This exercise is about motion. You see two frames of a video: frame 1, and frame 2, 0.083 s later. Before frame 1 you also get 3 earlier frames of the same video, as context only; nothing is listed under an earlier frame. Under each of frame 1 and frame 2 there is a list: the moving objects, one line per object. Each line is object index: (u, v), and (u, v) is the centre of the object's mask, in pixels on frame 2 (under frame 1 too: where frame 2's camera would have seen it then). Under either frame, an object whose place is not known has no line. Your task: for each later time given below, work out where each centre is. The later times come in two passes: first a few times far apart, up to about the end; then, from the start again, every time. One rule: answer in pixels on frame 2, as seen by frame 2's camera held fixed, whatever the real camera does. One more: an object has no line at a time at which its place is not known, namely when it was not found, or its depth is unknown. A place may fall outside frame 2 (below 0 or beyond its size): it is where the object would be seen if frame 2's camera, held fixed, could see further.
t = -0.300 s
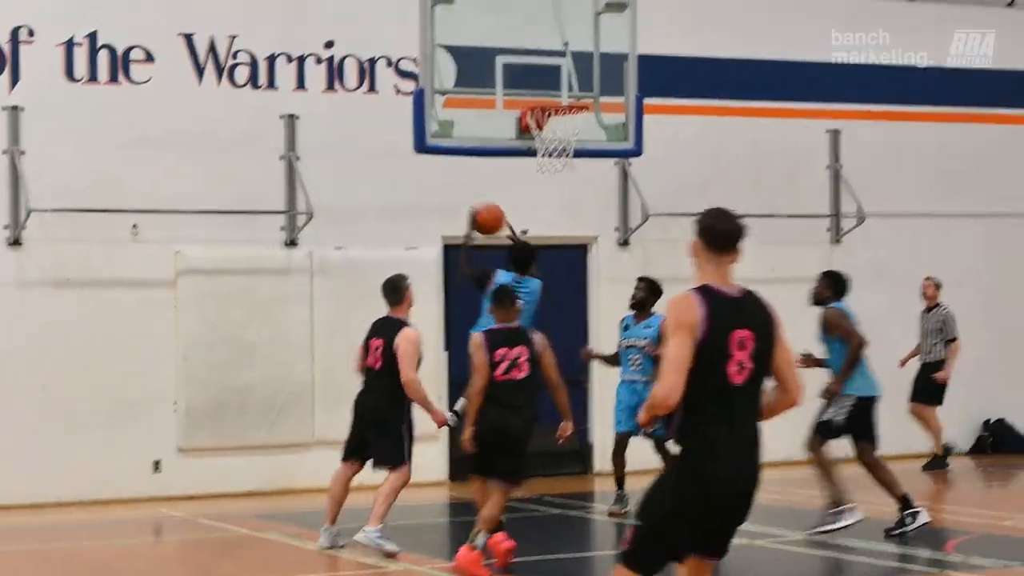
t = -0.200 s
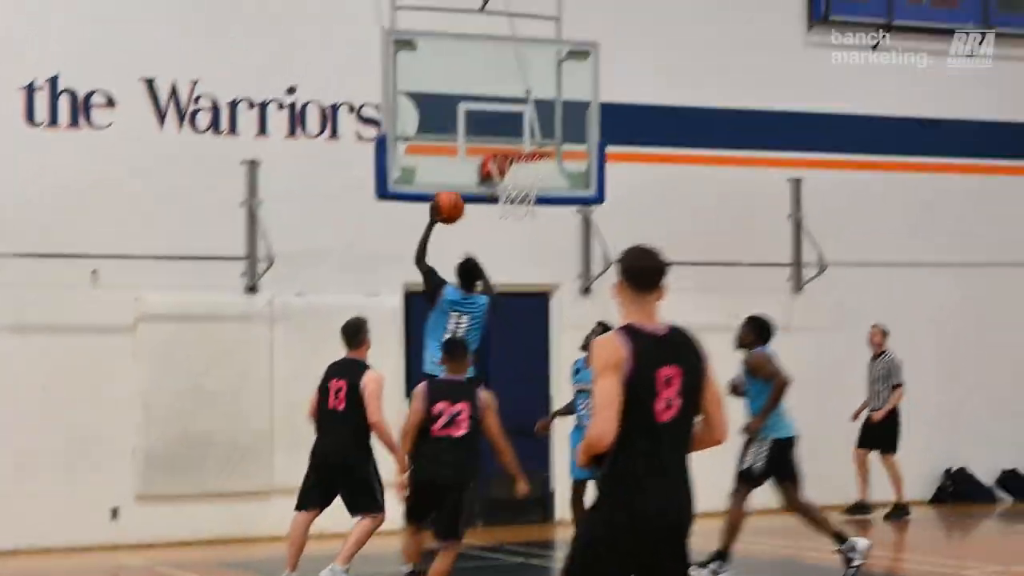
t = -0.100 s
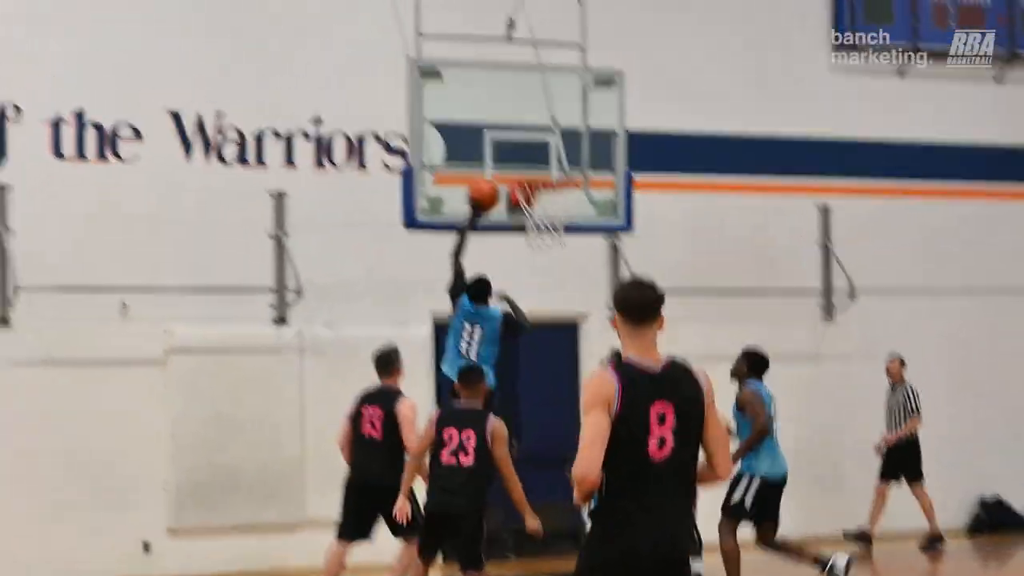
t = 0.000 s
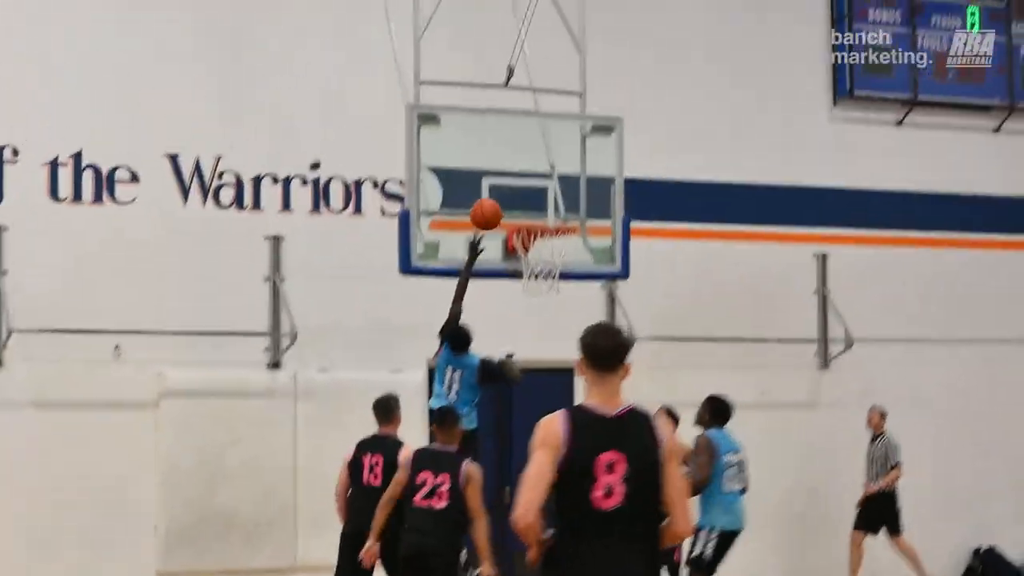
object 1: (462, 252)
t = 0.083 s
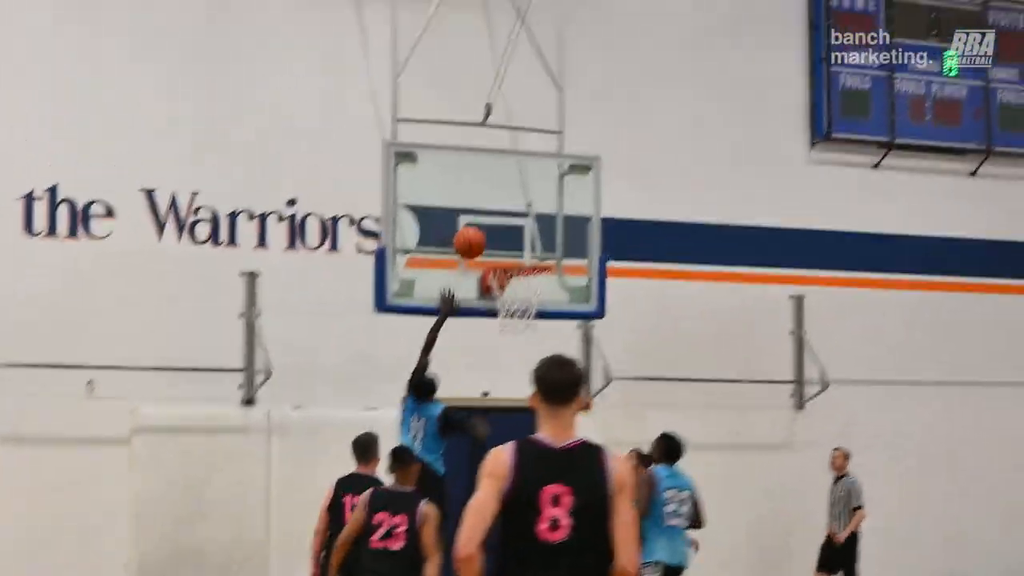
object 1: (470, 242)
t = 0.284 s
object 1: (503, 252)
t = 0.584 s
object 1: (533, 313)
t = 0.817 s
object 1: (534, 389)
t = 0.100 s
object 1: (473, 242)
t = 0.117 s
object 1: (476, 242)
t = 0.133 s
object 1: (479, 243)
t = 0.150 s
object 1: (482, 245)
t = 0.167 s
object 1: (485, 247)
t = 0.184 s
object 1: (488, 249)
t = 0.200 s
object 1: (492, 250)
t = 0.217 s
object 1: (494, 251)
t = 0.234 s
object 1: (496, 251)
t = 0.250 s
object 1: (498, 251)
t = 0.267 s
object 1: (500, 251)
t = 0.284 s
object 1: (503, 252)
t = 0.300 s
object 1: (505, 254)
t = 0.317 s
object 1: (508, 256)
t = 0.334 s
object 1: (510, 257)
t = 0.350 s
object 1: (512, 259)
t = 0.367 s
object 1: (514, 259)
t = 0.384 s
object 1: (520, 271)
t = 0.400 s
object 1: (519, 275)
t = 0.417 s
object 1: (521, 279)
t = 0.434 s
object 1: (523, 282)
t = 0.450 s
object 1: (525, 286)
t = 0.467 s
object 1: (528, 290)
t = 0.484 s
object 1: (530, 295)
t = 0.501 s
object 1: (531, 301)
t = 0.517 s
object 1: (532, 303)
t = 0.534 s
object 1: (533, 306)
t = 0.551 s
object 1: (533, 308)
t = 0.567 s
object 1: (533, 310)
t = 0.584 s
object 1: (533, 313)
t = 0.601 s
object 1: (533, 316)
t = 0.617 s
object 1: (533, 319)
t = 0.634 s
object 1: (533, 324)
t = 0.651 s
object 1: (533, 329)
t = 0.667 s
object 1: (533, 332)
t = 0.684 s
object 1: (533, 336)
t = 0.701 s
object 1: (533, 342)
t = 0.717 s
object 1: (533, 347)
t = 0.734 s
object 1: (533, 353)
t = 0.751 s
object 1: (533, 360)
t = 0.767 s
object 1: (533, 366)
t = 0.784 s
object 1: (533, 373)
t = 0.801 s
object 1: (534, 381)
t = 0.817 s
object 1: (534, 389)
